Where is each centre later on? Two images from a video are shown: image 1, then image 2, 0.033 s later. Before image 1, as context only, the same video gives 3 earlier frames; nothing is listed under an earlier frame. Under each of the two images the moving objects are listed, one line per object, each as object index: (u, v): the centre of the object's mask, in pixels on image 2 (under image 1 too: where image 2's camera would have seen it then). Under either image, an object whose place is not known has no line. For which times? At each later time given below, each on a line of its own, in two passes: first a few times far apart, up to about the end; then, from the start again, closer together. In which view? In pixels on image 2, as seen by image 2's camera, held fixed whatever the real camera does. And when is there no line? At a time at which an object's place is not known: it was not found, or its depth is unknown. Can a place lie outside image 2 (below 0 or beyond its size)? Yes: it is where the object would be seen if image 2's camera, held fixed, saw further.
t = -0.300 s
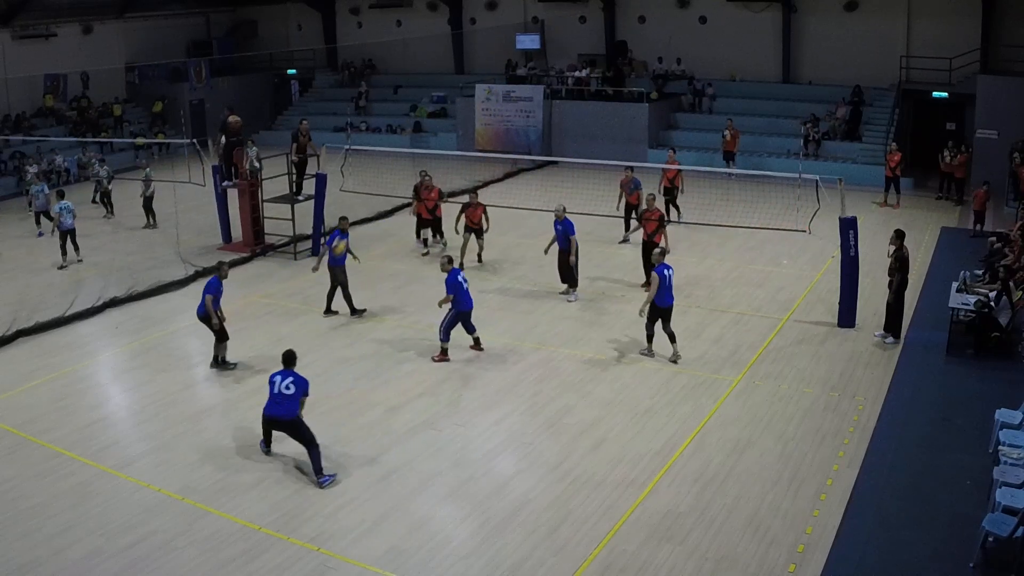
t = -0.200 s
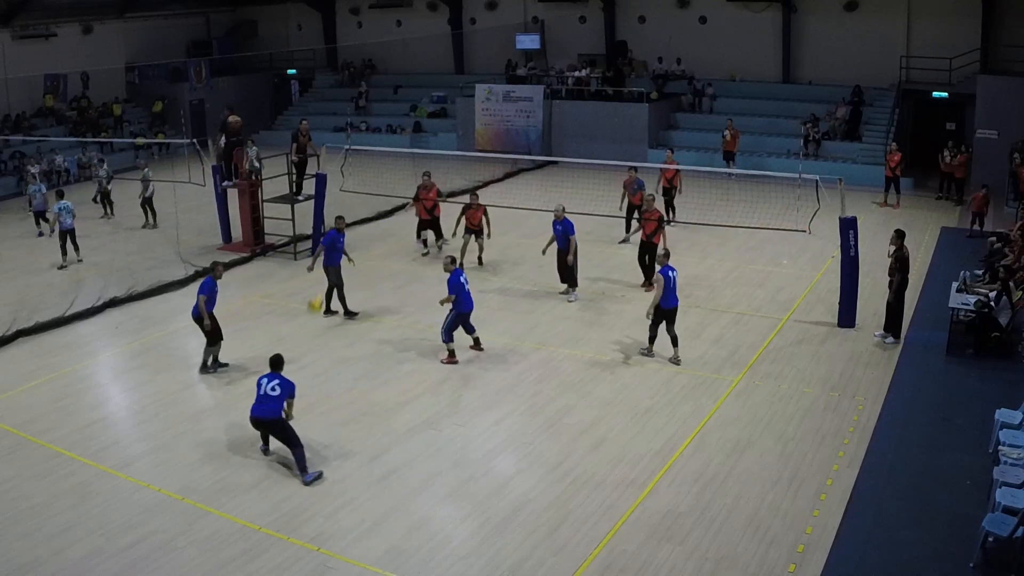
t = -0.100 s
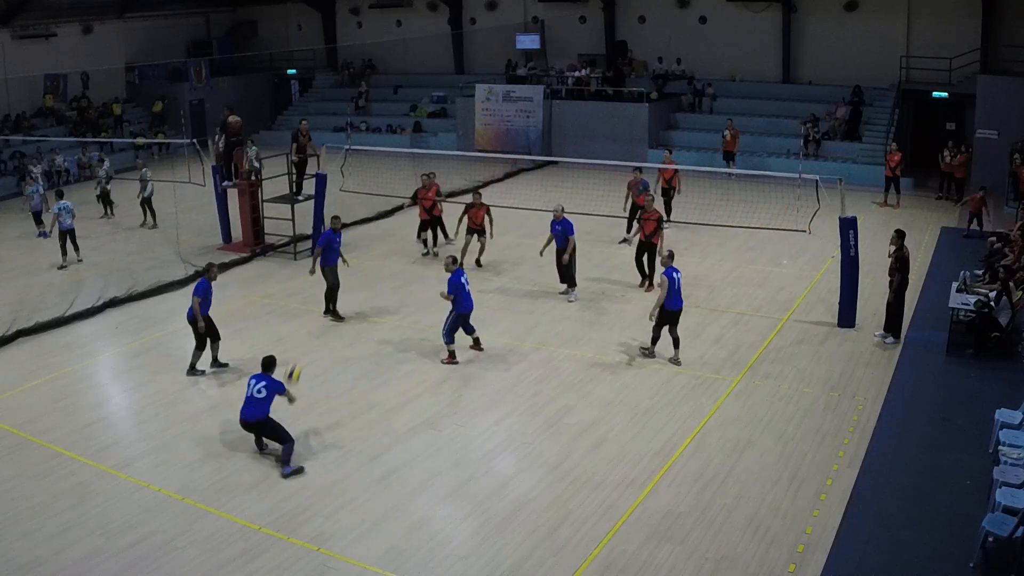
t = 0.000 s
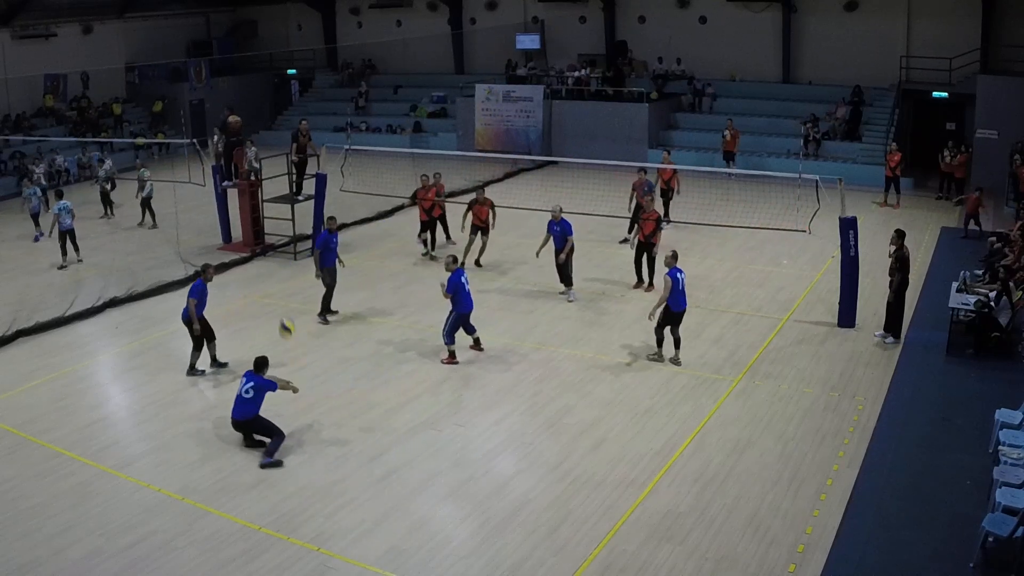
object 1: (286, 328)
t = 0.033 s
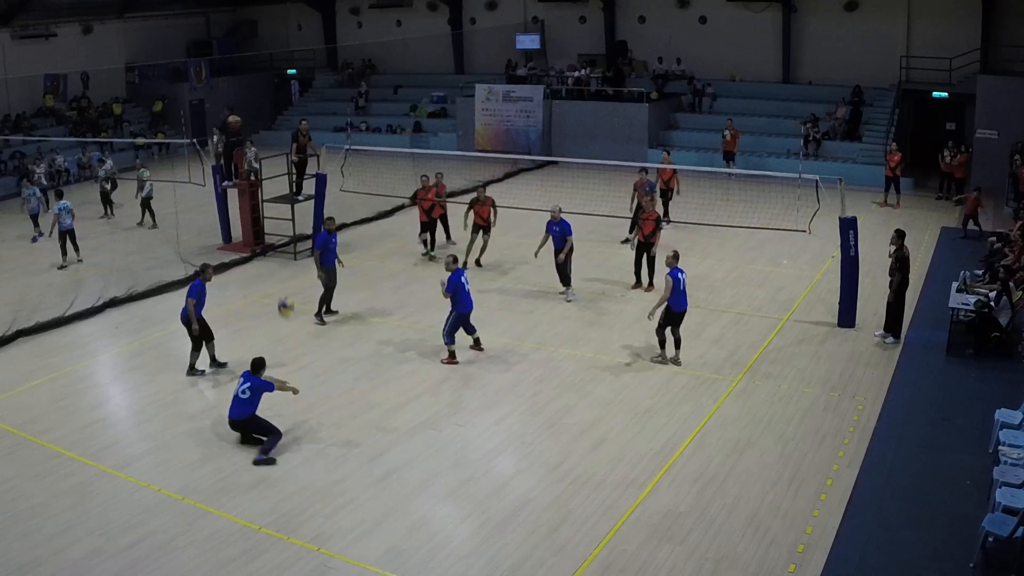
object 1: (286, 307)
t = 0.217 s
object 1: (283, 205)
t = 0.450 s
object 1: (283, 116)
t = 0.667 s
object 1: (286, 74)
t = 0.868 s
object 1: (290, 68)
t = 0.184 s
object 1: (283, 222)
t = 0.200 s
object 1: (284, 214)
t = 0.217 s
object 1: (283, 205)
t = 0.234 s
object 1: (283, 196)
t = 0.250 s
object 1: (283, 189)
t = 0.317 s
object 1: (284, 162)
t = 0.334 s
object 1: (283, 155)
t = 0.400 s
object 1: (284, 132)
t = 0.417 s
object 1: (284, 126)
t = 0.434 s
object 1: (283, 121)
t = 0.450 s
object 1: (283, 116)
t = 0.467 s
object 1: (283, 112)
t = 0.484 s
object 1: (284, 108)
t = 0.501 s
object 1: (284, 104)
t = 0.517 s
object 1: (284, 99)
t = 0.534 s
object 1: (284, 96)
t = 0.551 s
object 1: (284, 93)
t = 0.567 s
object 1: (285, 90)
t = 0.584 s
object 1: (285, 86)
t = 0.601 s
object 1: (285, 83)
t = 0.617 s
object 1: (285, 81)
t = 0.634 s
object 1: (285, 78)
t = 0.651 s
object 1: (286, 76)
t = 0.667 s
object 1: (286, 74)
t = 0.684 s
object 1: (286, 72)
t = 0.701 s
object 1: (287, 71)
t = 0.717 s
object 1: (287, 70)
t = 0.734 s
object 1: (287, 69)
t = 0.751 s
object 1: (287, 68)
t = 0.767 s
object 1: (288, 67)
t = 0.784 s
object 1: (288, 67)
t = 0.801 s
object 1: (288, 67)
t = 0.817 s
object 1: (289, 67)
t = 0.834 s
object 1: (289, 67)
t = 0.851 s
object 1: (290, 67)
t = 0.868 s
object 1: (290, 68)
